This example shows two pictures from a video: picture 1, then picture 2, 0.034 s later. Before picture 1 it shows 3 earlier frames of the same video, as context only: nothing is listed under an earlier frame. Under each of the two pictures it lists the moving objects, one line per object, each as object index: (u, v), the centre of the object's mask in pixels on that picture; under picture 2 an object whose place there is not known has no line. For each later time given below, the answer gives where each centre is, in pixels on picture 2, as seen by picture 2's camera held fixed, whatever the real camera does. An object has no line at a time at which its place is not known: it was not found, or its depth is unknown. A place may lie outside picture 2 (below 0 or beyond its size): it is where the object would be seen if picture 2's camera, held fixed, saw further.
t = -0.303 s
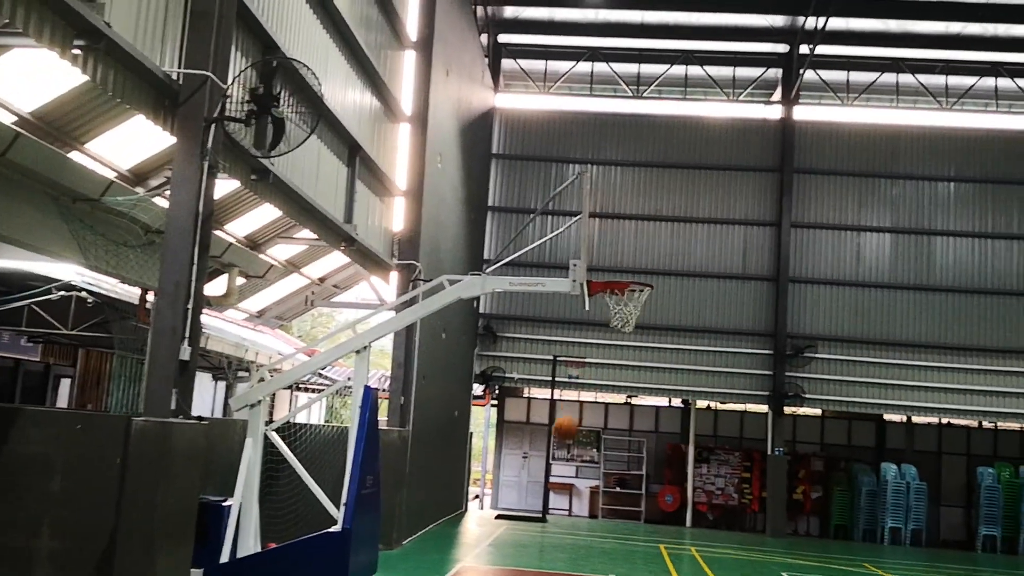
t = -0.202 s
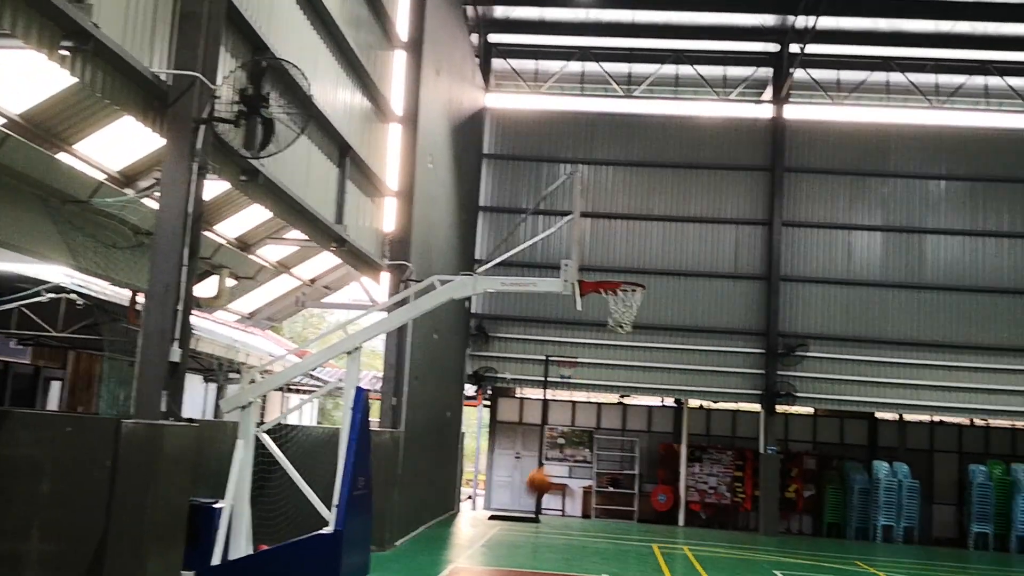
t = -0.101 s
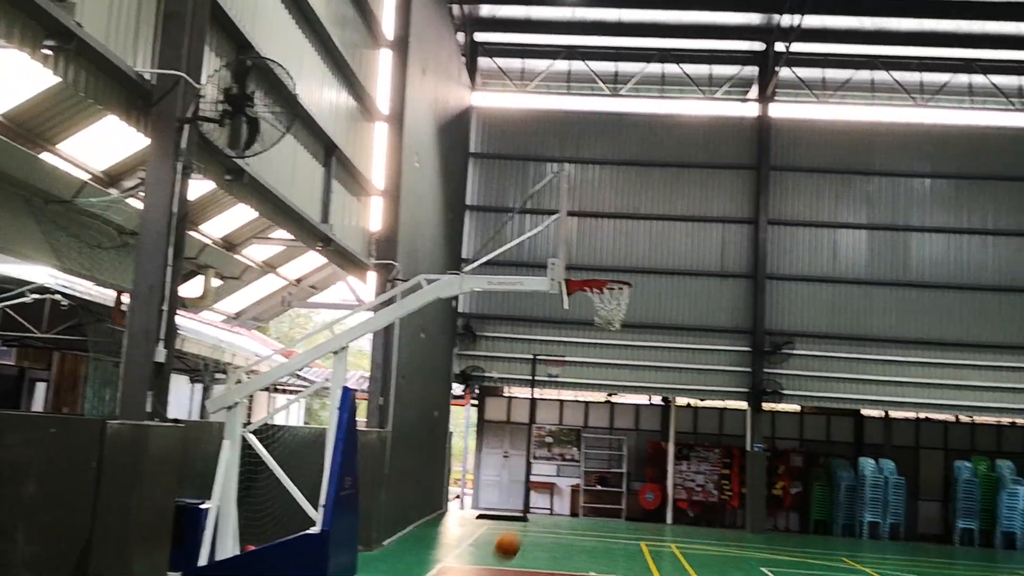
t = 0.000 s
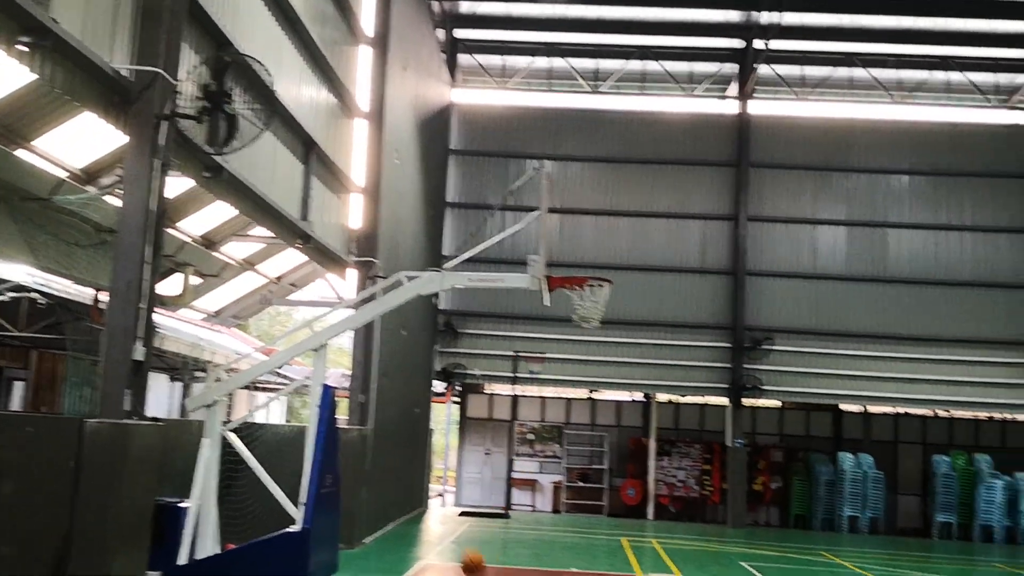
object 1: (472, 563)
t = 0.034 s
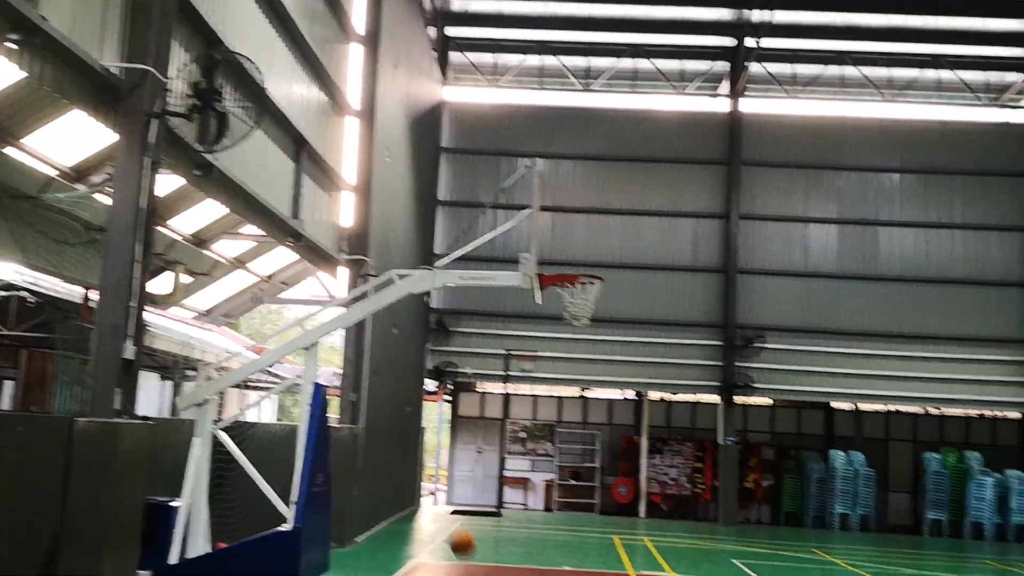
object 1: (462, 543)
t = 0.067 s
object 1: (459, 525)
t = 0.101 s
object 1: (455, 508)
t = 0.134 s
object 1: (453, 493)
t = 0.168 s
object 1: (447, 480)
